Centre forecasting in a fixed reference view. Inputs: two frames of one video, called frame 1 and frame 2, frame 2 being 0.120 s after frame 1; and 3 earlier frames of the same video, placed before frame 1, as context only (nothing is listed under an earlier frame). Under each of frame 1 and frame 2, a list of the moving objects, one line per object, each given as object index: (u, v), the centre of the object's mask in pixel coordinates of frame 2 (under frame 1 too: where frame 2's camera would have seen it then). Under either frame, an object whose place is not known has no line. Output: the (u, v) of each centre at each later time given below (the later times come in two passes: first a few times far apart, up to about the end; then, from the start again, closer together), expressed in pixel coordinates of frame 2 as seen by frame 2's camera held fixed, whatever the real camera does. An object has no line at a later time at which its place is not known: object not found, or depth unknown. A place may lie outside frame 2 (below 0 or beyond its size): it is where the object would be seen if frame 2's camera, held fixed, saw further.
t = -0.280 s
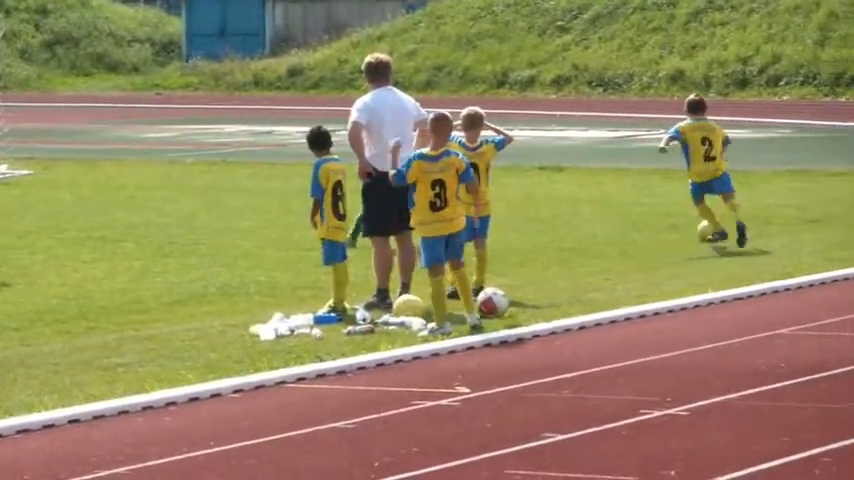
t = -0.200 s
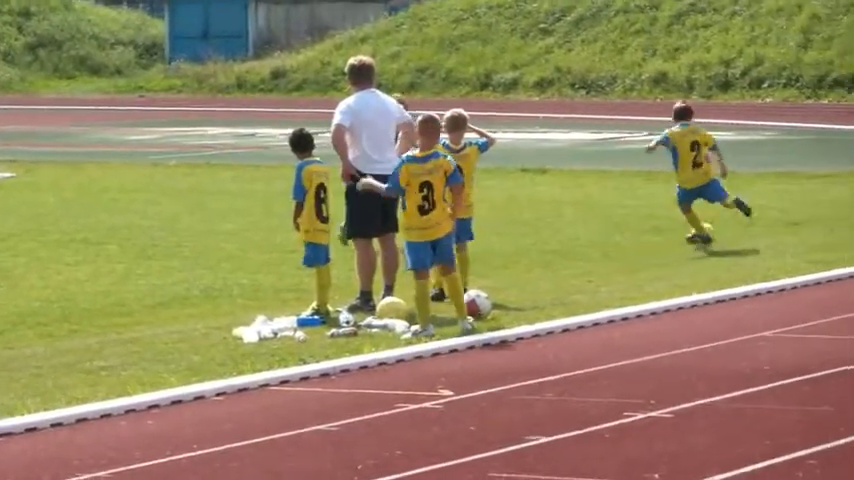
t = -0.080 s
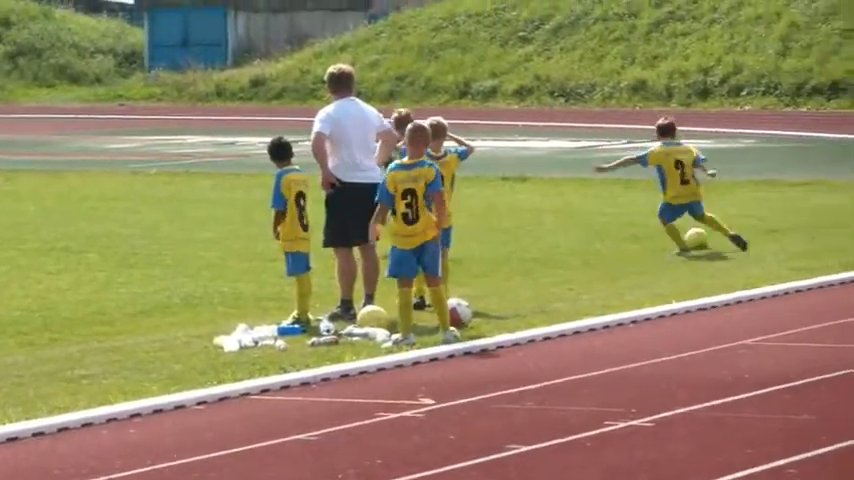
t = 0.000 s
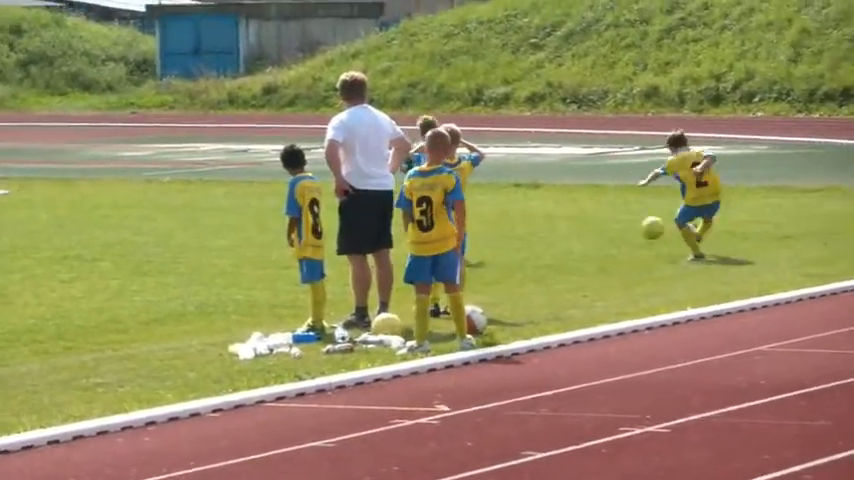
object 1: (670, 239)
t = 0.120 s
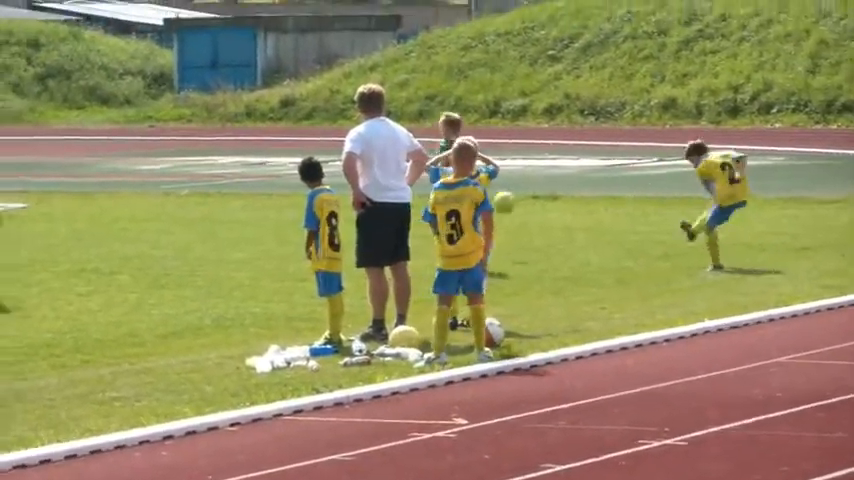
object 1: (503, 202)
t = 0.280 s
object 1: (297, 182)
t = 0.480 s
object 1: (58, 199)
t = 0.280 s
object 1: (297, 182)
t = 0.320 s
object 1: (248, 182)
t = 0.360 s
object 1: (199, 184)
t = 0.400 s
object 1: (152, 186)
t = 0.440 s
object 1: (105, 192)
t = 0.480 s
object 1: (58, 199)
